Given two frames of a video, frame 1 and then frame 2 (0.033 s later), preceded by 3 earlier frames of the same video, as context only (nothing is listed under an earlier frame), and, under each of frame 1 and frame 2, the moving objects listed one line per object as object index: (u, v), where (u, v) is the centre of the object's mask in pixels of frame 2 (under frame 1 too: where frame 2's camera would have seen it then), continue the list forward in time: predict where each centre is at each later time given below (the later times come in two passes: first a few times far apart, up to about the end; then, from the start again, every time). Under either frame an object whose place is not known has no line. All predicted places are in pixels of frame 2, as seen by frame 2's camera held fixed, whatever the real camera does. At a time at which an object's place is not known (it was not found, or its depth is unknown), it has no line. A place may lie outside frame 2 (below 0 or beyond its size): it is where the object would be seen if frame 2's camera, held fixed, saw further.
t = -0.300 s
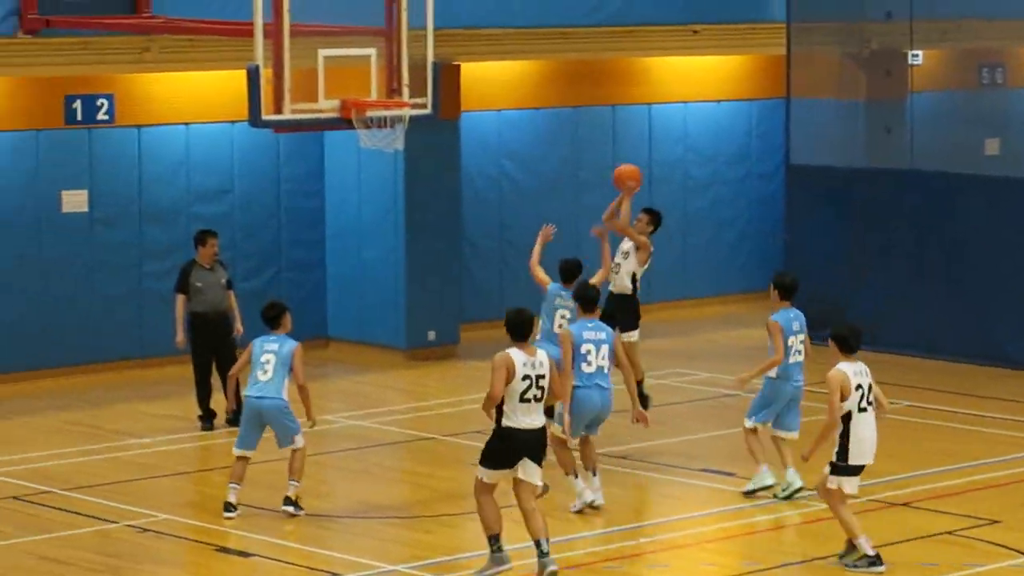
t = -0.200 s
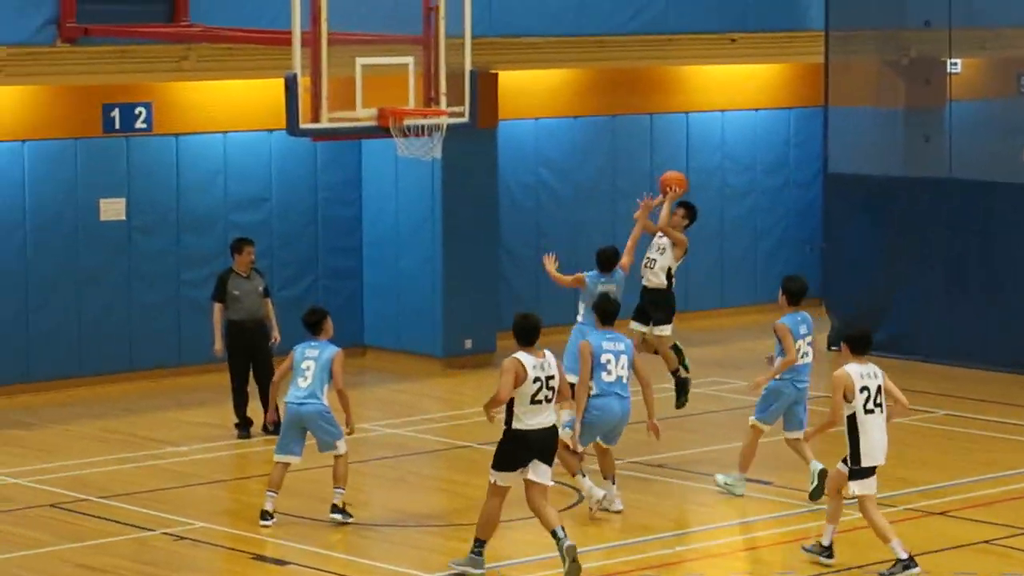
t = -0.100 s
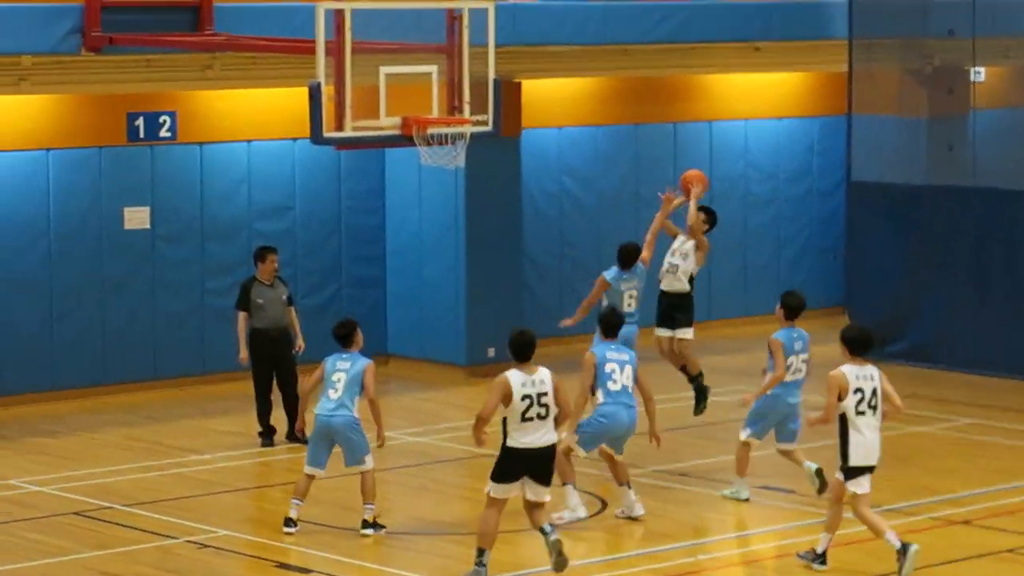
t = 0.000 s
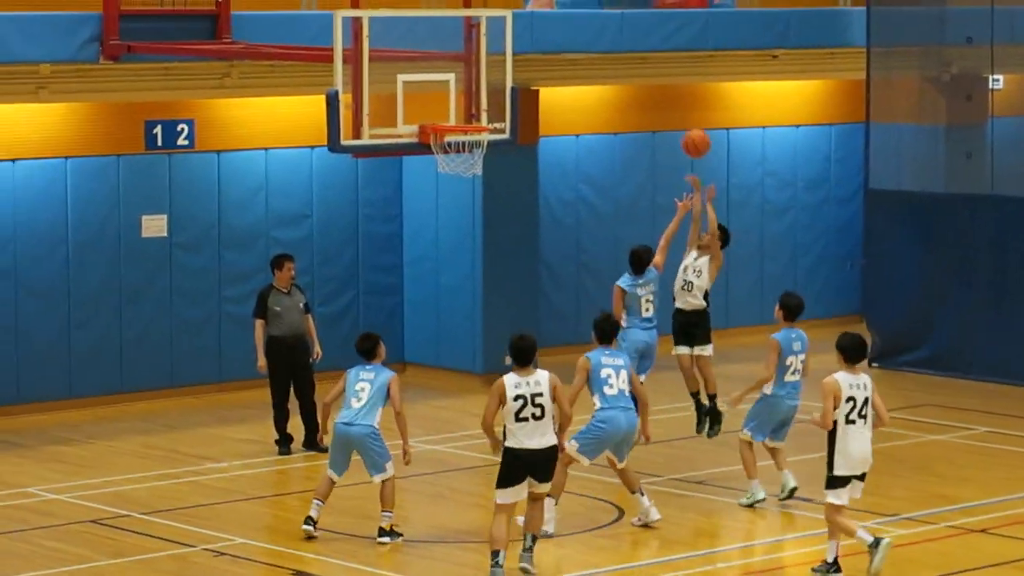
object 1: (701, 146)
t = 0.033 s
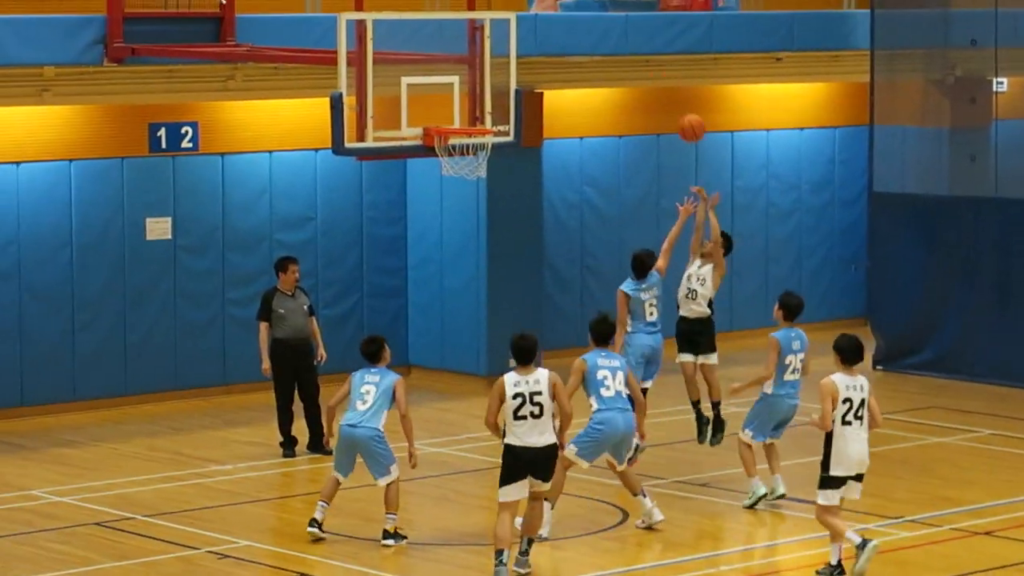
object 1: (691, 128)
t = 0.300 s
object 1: (618, 30)
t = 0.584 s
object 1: (538, 15)
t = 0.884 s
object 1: (450, 109)
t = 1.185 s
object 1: (485, 66)
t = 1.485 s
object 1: (531, 122)
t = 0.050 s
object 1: (687, 119)
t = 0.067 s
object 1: (682, 111)
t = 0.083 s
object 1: (677, 103)
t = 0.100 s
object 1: (672, 95)
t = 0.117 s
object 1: (668, 88)
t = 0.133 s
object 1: (664, 81)
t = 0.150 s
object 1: (659, 74)
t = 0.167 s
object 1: (654, 68)
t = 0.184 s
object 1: (650, 62)
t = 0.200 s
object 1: (645, 56)
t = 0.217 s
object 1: (641, 51)
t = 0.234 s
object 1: (636, 46)
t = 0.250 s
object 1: (632, 41)
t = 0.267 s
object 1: (627, 37)
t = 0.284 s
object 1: (623, 33)
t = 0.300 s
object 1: (618, 30)
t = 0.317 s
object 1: (613, 26)
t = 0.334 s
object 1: (609, 23)
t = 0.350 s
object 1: (604, 20)
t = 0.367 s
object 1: (599, 18)
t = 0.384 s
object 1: (594, 16)
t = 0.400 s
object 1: (589, 14)
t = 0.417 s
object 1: (584, 12)
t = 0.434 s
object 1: (580, 12)
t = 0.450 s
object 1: (575, 11)
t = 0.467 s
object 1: (571, 11)
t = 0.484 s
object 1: (566, 11)
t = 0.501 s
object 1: (561, 11)
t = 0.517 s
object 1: (556, 11)
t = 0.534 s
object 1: (551, 11)
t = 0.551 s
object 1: (546, 12)
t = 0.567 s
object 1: (543, 13)
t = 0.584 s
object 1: (538, 15)
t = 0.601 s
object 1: (533, 17)
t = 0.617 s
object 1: (528, 21)
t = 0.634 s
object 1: (523, 23)
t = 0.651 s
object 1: (518, 27)
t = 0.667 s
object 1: (513, 31)
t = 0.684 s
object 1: (508, 34)
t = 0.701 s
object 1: (504, 37)
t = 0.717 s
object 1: (498, 43)
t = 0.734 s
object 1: (494, 47)
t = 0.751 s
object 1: (490, 52)
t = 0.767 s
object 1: (484, 59)
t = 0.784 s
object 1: (479, 64)
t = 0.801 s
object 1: (474, 71)
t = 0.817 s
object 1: (470, 77)
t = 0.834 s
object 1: (465, 85)
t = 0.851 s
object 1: (459, 92)
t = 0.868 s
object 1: (454, 101)
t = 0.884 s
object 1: (450, 109)
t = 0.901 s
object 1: (445, 116)
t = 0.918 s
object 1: (447, 114)
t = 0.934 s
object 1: (449, 109)
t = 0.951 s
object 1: (451, 103)
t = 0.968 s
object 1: (453, 98)
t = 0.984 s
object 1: (467, 92)
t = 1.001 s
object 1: (458, 89)
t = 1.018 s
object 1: (461, 85)
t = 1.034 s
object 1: (463, 82)
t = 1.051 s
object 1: (466, 79)
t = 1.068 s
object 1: (469, 76)
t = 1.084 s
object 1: (471, 73)
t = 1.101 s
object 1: (473, 71)
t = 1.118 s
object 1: (476, 69)
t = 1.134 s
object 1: (478, 68)
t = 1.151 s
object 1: (480, 67)
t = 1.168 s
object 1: (483, 66)
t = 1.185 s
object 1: (485, 66)
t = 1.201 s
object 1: (488, 66)
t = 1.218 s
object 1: (491, 66)
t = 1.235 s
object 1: (492, 67)
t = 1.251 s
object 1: (494, 68)
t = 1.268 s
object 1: (497, 70)
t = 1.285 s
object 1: (500, 72)
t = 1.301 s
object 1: (503, 74)
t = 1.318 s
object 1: (506, 76)
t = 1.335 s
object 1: (508, 79)
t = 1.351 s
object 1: (510, 82)
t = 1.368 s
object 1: (513, 86)
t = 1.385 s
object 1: (516, 90)
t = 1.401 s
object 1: (518, 95)
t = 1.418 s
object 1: (521, 99)
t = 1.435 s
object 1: (524, 104)
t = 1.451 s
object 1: (526, 110)
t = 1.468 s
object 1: (529, 116)
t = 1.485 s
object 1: (531, 122)
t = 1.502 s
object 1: (534, 130)
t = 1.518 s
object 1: (537, 136)
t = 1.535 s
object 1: (540, 143)
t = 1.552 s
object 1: (543, 151)
